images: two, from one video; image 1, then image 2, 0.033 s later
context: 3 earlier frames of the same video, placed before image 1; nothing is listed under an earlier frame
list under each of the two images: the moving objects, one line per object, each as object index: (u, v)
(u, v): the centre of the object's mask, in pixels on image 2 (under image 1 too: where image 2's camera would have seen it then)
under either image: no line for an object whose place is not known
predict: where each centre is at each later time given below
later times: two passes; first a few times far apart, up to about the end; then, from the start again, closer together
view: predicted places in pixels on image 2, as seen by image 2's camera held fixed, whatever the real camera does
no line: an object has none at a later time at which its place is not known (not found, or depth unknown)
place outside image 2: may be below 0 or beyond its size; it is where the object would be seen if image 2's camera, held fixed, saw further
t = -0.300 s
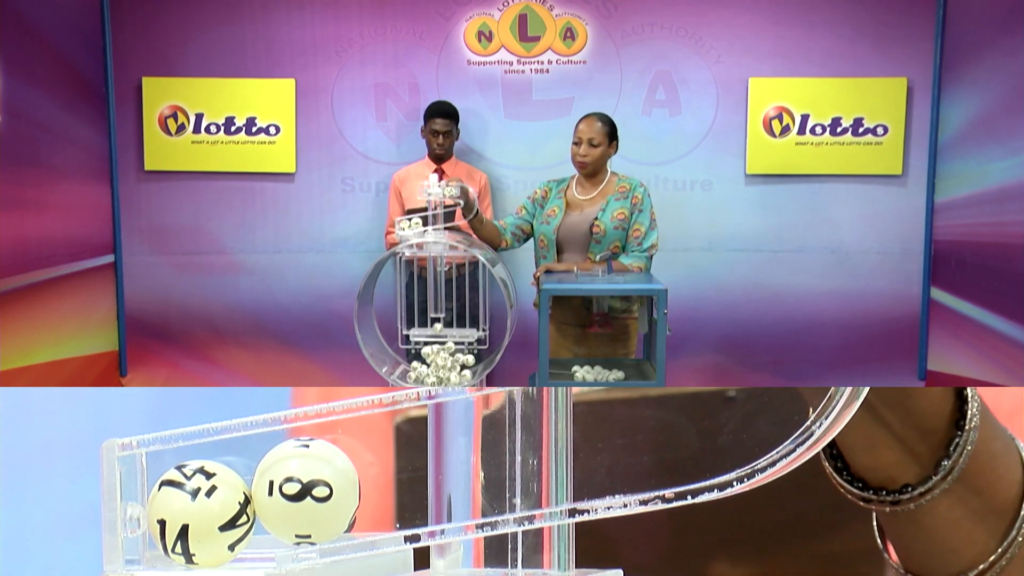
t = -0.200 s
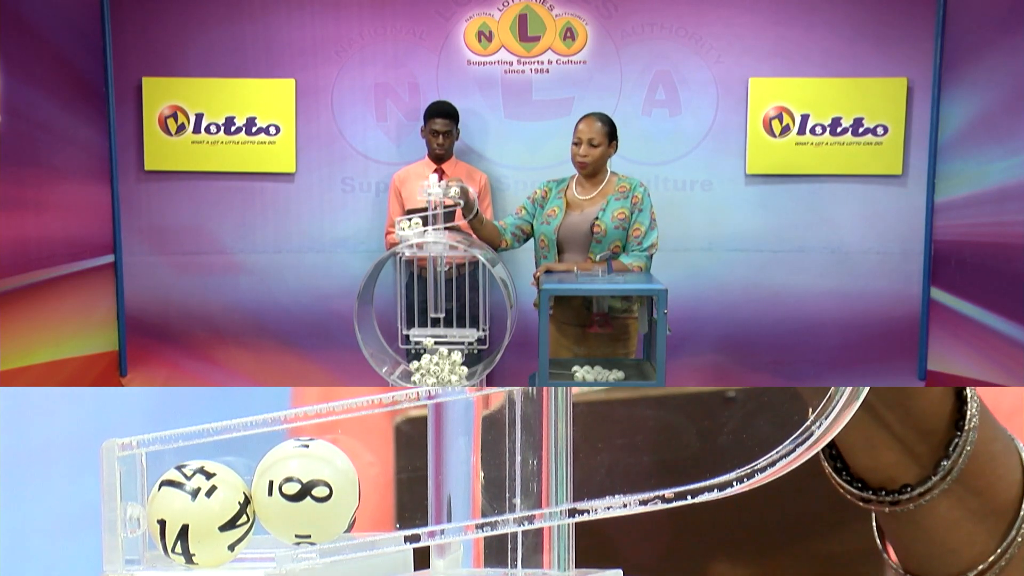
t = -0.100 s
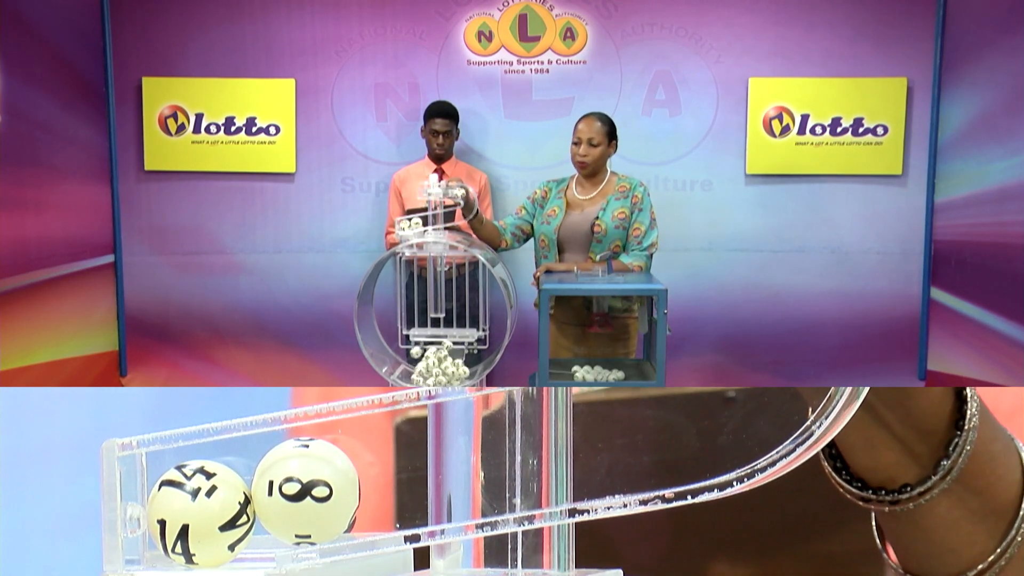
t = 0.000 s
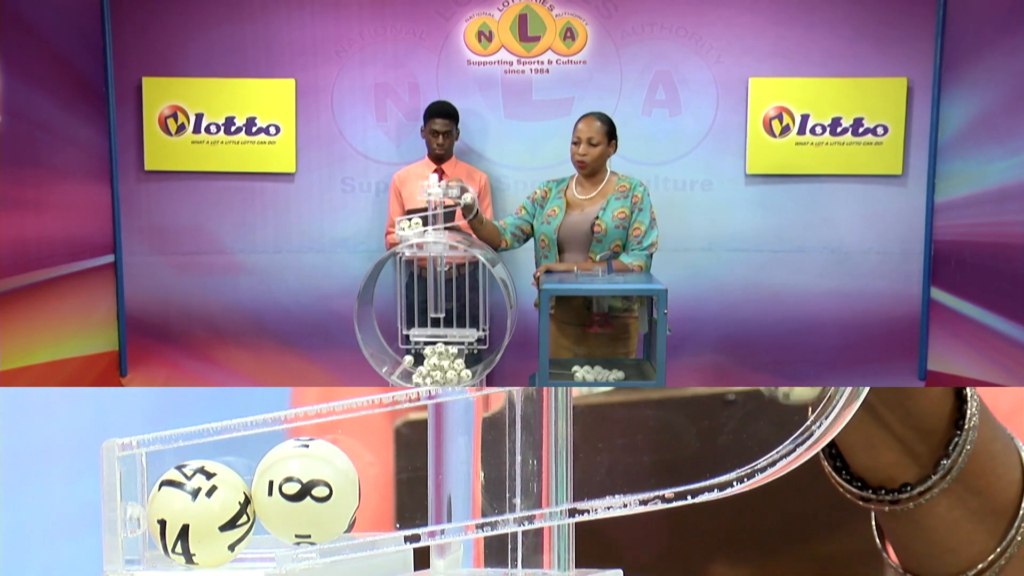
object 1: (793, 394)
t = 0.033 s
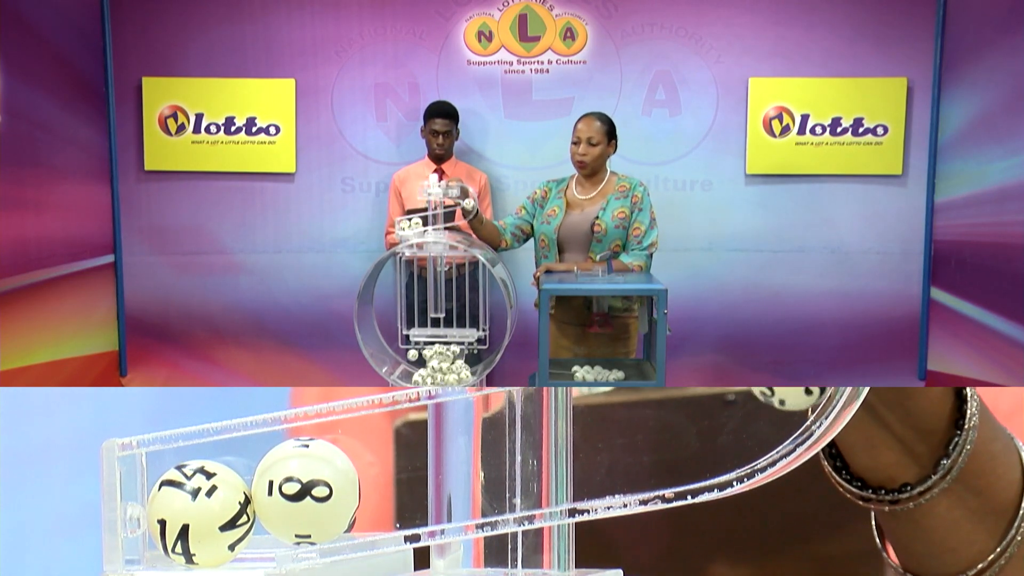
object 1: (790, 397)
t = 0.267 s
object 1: (663, 436)
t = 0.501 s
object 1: (449, 466)
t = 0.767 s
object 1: (452, 468)
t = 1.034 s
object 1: (412, 474)
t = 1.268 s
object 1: (411, 474)
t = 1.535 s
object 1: (411, 474)
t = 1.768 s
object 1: (411, 474)
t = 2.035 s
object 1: (411, 475)
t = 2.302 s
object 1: (411, 475)
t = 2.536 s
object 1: (411, 475)
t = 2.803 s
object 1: (411, 475)
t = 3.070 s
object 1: (411, 475)
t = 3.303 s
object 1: (411, 475)
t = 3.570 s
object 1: (411, 475)
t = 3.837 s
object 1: (410, 475)
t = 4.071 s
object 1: (411, 475)
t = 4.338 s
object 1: (411, 475)
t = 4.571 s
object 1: (411, 474)
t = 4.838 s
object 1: (411, 475)
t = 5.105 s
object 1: (411, 475)
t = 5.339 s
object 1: (411, 475)
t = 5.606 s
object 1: (411, 475)
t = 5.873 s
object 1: (411, 475)
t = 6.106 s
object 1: (411, 475)
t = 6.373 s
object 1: (411, 475)
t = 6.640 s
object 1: (411, 475)
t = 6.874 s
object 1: (411, 475)
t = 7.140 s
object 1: (411, 475)
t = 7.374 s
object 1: (411, 475)
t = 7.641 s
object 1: (422, 473)
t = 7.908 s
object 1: (412, 474)
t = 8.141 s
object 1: (411, 475)
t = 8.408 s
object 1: (411, 475)
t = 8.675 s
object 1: (411, 475)
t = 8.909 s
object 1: (412, 474)
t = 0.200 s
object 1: (734, 423)
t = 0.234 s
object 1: (701, 429)
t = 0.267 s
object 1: (663, 436)
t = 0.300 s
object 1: (626, 440)
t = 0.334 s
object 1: (583, 446)
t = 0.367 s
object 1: (541, 453)
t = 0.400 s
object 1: (495, 460)
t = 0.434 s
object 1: (450, 468)
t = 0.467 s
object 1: (417, 471)
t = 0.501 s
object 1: (449, 466)
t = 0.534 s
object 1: (473, 463)
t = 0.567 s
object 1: (485, 461)
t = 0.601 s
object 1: (488, 461)
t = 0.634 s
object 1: (486, 462)
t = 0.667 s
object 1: (481, 463)
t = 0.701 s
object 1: (474, 464)
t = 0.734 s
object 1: (464, 466)
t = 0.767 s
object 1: (452, 468)
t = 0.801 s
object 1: (438, 470)
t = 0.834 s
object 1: (422, 472)
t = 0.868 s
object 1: (414, 474)
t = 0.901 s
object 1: (420, 473)
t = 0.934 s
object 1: (420, 473)
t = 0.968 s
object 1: (417, 473)
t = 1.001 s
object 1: (413, 474)
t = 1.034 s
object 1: (412, 474)
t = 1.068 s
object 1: (411, 474)
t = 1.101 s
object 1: (411, 474)
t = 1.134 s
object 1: (411, 474)
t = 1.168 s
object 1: (411, 474)
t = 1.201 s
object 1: (411, 474)
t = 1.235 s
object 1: (411, 474)
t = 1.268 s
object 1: (411, 474)
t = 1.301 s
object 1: (411, 474)
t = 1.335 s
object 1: (411, 474)
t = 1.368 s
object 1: (411, 475)
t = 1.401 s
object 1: (411, 474)
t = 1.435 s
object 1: (411, 474)
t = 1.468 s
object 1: (411, 474)
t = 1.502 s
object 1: (411, 474)
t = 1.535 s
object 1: (411, 474)
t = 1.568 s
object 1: (411, 474)
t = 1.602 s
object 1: (411, 474)
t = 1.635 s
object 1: (411, 474)
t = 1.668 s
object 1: (411, 474)
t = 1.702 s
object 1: (411, 474)
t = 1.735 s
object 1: (411, 474)
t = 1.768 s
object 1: (411, 474)
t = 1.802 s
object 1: (411, 474)
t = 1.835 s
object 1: (411, 475)
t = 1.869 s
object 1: (411, 474)
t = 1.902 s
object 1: (411, 475)
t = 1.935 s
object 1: (411, 474)
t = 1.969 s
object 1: (411, 474)
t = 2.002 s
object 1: (411, 475)
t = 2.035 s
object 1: (411, 475)
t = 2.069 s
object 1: (411, 475)
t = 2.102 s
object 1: (411, 475)
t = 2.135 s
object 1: (411, 475)
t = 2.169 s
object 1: (411, 475)
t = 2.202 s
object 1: (411, 474)
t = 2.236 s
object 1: (411, 475)
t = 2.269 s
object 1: (411, 475)
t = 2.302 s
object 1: (411, 475)
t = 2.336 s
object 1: (411, 475)
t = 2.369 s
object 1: (411, 474)
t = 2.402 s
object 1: (411, 475)
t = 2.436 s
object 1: (411, 475)
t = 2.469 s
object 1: (411, 475)
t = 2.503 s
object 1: (411, 475)
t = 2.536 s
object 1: (411, 475)
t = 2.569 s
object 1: (411, 475)
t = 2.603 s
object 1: (411, 475)
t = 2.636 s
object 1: (411, 475)
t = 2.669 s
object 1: (411, 475)
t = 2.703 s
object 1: (411, 475)
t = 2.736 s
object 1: (411, 475)
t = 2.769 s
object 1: (411, 474)
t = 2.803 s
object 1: (411, 475)
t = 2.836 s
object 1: (411, 475)
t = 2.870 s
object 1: (411, 475)
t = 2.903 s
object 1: (411, 475)
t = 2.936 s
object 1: (411, 475)
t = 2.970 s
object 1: (411, 475)
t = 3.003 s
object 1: (411, 475)
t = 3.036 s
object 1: (411, 475)
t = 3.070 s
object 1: (411, 475)
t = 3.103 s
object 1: (411, 475)
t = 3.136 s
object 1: (411, 475)
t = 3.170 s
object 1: (411, 475)
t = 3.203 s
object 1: (411, 475)
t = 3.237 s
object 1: (411, 475)
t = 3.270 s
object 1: (411, 475)
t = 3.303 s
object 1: (411, 475)
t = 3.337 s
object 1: (411, 475)
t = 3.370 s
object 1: (411, 475)
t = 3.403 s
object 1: (411, 475)
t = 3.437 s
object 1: (411, 475)
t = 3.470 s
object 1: (411, 474)
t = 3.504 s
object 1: (411, 475)
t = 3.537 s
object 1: (411, 475)
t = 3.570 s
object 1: (411, 475)
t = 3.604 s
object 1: (411, 475)
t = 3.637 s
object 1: (411, 475)
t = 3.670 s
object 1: (411, 475)
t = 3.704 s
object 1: (411, 475)
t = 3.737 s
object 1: (410, 475)
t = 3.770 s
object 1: (410, 475)
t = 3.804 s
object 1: (410, 475)
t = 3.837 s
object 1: (410, 475)
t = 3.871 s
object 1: (410, 475)
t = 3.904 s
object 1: (411, 475)
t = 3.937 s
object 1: (411, 475)
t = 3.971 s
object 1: (411, 475)
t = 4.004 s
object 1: (411, 475)
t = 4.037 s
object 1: (411, 475)
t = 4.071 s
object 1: (411, 475)
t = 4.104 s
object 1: (411, 475)
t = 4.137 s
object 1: (411, 474)
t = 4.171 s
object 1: (411, 475)
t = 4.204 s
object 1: (411, 475)
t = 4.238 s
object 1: (411, 475)
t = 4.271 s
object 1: (411, 475)
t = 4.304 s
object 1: (411, 475)
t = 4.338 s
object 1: (411, 475)
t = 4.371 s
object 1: (411, 475)
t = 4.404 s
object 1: (411, 475)
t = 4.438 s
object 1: (411, 475)
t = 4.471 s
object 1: (411, 475)
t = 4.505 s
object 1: (411, 475)
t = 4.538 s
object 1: (411, 474)
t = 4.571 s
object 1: (411, 474)
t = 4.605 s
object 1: (411, 475)
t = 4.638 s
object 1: (411, 475)
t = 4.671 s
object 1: (411, 475)
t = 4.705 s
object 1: (411, 475)
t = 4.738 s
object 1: (411, 475)
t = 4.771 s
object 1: (411, 475)
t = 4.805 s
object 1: (411, 475)
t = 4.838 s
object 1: (411, 475)
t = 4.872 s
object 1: (411, 475)
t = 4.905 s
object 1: (411, 475)
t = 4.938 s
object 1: (411, 475)
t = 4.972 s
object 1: (411, 475)
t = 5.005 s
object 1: (411, 475)
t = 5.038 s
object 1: (411, 475)
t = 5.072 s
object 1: (411, 475)
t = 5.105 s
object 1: (411, 475)
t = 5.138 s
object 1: (411, 475)
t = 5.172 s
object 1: (411, 475)
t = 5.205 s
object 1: (411, 475)
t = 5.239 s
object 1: (411, 475)
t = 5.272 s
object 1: (411, 475)
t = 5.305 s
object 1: (411, 475)
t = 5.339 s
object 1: (411, 475)
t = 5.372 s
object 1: (411, 475)
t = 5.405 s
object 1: (411, 475)
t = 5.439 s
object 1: (411, 475)
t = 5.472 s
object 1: (411, 475)
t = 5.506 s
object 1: (411, 475)
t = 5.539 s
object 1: (411, 475)
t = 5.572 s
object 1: (411, 475)
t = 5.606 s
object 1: (411, 475)
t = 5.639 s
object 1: (411, 475)
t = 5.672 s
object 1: (411, 475)
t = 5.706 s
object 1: (411, 475)
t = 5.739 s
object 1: (411, 475)
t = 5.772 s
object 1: (411, 474)
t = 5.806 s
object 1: (411, 475)
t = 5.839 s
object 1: (411, 475)
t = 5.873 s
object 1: (411, 475)
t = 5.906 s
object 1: (411, 475)
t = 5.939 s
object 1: (411, 475)
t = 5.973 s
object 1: (411, 475)
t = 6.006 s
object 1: (411, 475)
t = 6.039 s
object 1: (411, 475)
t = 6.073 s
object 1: (411, 475)
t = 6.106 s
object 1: (411, 475)
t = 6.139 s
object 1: (411, 475)
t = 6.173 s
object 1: (411, 475)
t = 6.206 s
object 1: (411, 475)
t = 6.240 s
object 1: (411, 475)
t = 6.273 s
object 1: (411, 475)
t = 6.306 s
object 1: (411, 475)
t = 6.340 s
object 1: (411, 475)
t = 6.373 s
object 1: (411, 475)
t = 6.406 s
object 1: (411, 475)
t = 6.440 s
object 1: (411, 475)
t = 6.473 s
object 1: (411, 475)
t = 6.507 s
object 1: (411, 475)
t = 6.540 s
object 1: (411, 475)
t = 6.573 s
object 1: (411, 475)
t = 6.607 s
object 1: (411, 475)
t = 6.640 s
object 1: (411, 475)
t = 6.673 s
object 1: (411, 475)
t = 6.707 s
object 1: (411, 475)
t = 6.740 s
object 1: (411, 475)
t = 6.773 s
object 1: (411, 475)
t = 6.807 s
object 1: (411, 475)
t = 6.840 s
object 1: (411, 475)
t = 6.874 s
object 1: (411, 475)
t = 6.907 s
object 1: (411, 475)
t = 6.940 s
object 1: (411, 475)
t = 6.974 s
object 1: (411, 475)
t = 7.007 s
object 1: (411, 475)
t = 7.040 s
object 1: (411, 475)
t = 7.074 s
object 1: (411, 475)
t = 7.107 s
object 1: (411, 475)
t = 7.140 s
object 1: (411, 475)
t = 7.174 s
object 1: (411, 475)
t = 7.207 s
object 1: (411, 475)
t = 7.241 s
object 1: (411, 475)
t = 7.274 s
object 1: (411, 475)
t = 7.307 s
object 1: (411, 475)
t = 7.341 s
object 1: (411, 475)
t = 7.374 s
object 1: (411, 475)
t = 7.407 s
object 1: (411, 475)
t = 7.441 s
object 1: (411, 475)
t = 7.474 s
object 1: (410, 475)
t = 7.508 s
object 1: (415, 474)
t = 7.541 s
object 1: (421, 473)
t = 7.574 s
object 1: (424, 472)
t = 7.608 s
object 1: (424, 472)
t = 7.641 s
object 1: (422, 473)
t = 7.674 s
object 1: (418, 473)
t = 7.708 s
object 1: (413, 474)
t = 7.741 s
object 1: (413, 474)
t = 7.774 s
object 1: (412, 474)
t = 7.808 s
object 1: (412, 474)
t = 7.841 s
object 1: (414, 474)
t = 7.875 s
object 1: (414, 474)
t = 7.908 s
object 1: (412, 474)
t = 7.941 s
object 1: (412, 474)
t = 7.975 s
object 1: (412, 474)
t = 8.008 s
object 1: (411, 474)
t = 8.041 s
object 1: (411, 475)
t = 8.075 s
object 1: (411, 475)
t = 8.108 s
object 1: (411, 475)
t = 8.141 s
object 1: (411, 475)
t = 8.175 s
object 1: (411, 475)
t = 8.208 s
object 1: (411, 475)
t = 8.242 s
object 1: (411, 474)
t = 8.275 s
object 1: (411, 475)
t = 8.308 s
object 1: (411, 475)
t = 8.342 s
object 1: (411, 475)
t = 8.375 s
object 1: (411, 475)
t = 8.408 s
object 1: (411, 475)
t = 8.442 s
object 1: (411, 475)
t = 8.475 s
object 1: (411, 475)
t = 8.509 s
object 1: (411, 475)
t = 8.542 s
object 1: (412, 475)
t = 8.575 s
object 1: (412, 475)
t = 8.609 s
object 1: (411, 475)
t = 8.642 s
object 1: (412, 475)
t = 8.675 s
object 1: (411, 475)
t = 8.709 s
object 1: (412, 475)
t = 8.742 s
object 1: (412, 475)
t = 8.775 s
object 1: (412, 474)
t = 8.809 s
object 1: (412, 474)
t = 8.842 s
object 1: (412, 474)
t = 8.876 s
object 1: (412, 474)
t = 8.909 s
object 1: (412, 474)
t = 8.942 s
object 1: (411, 475)
